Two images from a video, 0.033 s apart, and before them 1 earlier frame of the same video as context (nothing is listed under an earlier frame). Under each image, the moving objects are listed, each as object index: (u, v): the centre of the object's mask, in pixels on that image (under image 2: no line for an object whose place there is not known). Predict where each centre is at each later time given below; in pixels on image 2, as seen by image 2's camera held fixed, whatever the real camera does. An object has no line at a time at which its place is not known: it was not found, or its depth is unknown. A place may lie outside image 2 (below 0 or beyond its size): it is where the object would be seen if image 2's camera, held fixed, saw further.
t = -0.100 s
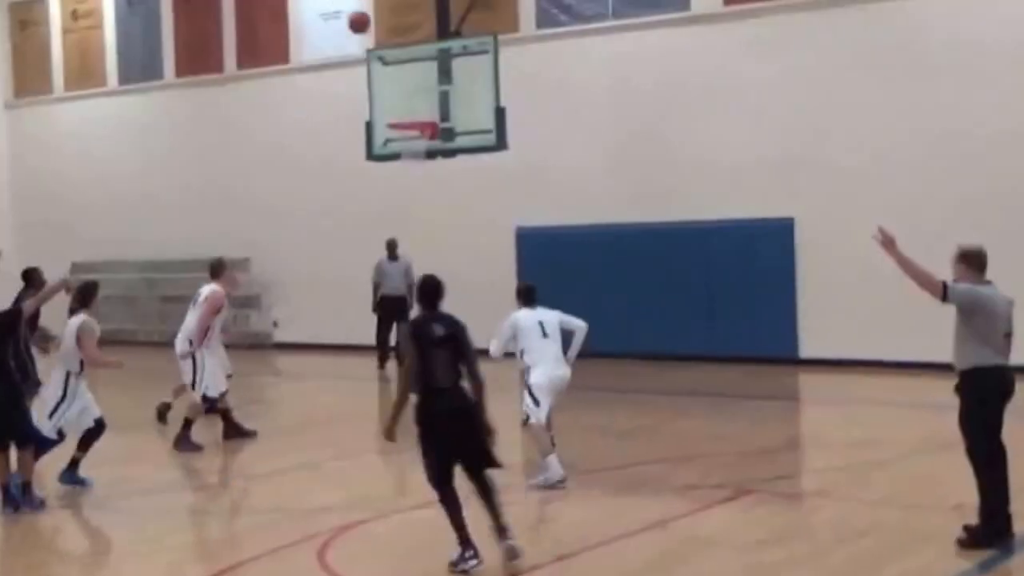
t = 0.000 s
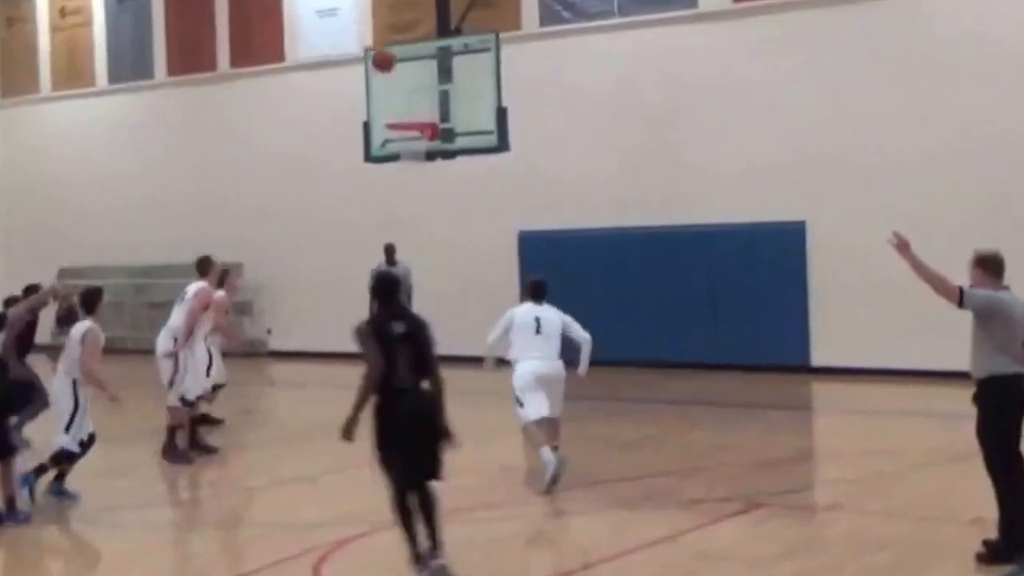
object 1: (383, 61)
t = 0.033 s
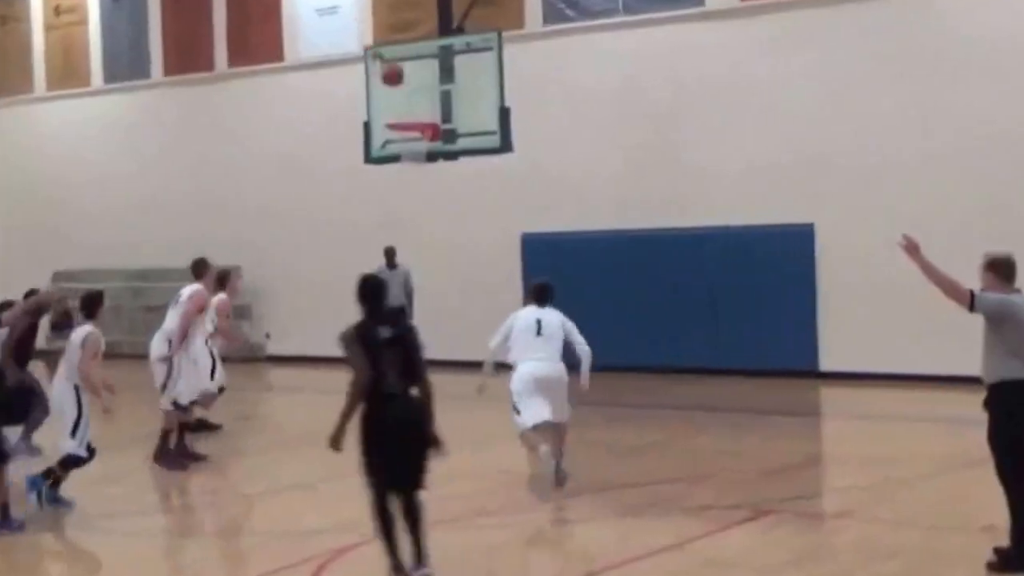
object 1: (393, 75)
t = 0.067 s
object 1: (401, 91)
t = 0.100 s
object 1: (408, 108)
